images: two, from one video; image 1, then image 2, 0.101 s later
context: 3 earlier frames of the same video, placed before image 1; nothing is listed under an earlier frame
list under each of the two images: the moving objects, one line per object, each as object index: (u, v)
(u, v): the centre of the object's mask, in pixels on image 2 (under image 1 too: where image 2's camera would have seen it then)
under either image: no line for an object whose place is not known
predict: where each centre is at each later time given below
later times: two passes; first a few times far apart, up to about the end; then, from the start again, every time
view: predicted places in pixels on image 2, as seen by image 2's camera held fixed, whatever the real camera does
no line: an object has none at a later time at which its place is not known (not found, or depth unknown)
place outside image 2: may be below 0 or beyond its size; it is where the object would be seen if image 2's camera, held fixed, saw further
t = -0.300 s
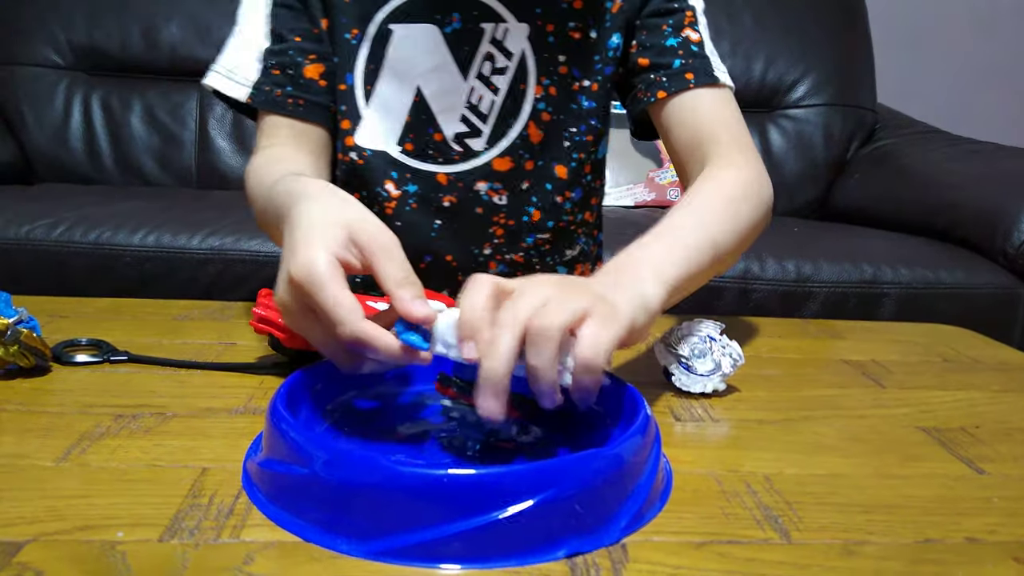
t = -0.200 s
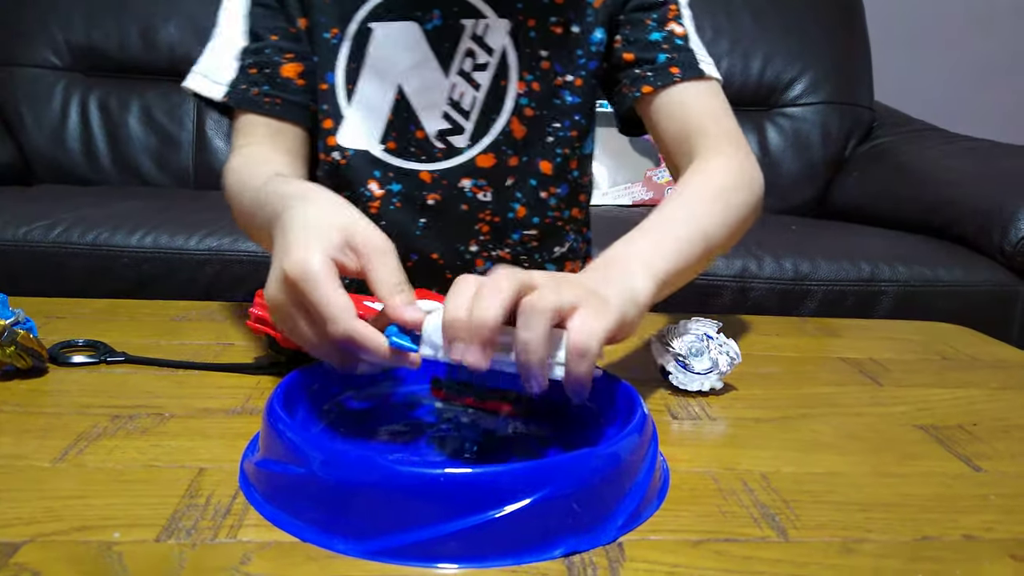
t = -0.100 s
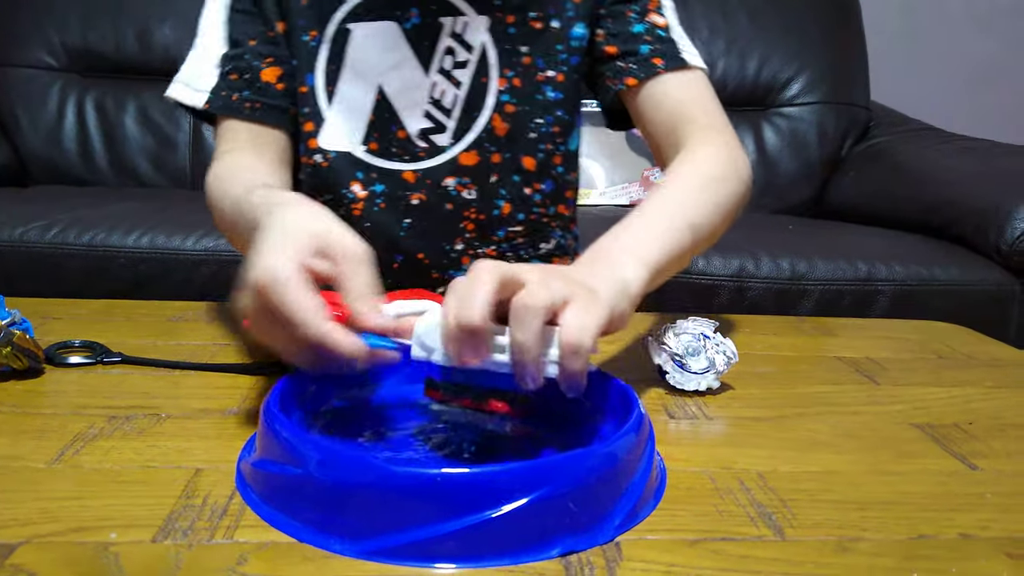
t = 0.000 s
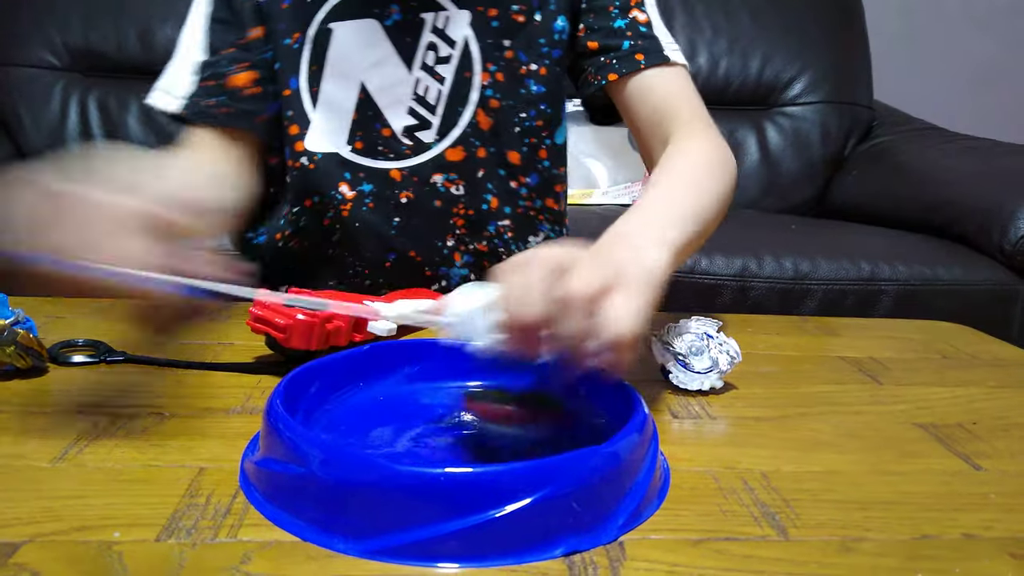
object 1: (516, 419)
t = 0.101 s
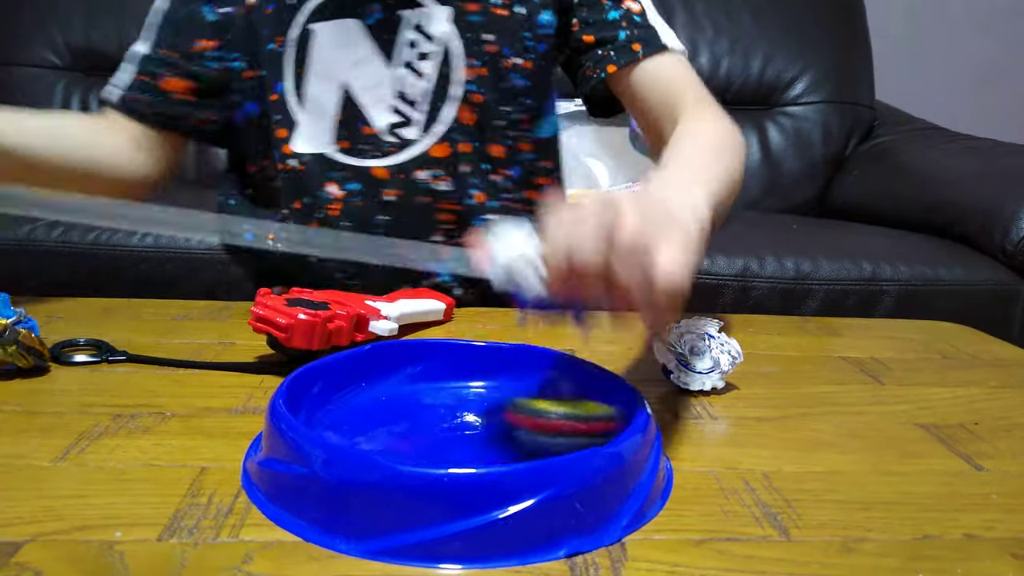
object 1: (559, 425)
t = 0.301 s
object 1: (581, 429)
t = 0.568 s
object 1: (557, 419)
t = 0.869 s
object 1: (490, 387)
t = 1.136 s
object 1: (451, 371)
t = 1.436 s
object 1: (432, 390)
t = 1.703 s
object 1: (457, 421)
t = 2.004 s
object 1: (505, 435)
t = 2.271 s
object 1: (532, 428)
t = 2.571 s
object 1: (511, 398)
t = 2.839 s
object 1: (488, 379)
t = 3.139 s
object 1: (463, 383)
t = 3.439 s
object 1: (447, 415)
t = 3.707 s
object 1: (455, 432)
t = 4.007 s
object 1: (494, 427)
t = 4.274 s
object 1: (528, 406)
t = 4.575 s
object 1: (523, 390)
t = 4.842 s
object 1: (483, 390)
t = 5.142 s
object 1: (436, 404)
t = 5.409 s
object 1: (432, 420)
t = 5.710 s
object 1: (474, 426)
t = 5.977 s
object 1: (522, 418)
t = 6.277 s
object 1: (531, 400)
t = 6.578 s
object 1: (499, 392)
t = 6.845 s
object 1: (458, 397)
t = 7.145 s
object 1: (434, 412)
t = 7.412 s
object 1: (453, 424)
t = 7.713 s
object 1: (504, 422)
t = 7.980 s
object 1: (528, 410)
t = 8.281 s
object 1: (515, 397)
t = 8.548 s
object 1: (486, 392)
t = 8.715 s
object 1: (465, 397)
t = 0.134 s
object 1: (568, 424)
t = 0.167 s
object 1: (570, 430)
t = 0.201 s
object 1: (572, 430)
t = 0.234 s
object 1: (575, 430)
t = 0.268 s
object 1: (579, 429)
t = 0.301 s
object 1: (581, 429)
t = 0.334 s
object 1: (584, 428)
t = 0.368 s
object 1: (585, 427)
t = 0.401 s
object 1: (583, 427)
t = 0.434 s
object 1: (580, 426)
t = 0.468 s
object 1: (575, 425)
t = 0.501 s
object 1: (570, 424)
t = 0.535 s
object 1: (564, 421)
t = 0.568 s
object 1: (557, 419)
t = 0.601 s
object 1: (548, 416)
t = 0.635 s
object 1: (539, 414)
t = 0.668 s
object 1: (529, 410)
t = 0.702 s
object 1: (520, 404)
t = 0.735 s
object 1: (514, 403)
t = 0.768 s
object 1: (507, 399)
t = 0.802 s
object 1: (501, 395)
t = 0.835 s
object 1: (496, 392)
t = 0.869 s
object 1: (490, 387)
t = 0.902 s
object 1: (486, 385)
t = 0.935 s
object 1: (479, 380)
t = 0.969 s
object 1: (474, 378)
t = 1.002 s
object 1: (468, 375)
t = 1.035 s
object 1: (464, 373)
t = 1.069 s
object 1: (460, 372)
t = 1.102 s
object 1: (455, 371)
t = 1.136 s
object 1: (451, 371)
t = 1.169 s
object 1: (446, 372)
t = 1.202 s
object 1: (443, 375)
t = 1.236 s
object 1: (438, 374)
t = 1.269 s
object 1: (435, 376)
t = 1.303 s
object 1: (433, 379)
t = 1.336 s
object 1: (431, 381)
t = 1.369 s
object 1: (430, 384)
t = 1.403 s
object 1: (430, 387)
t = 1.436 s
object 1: (432, 390)
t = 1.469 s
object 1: (433, 392)
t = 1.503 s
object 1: (435, 396)
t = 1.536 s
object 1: (438, 400)
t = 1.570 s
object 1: (440, 404)
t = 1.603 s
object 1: (443, 408)
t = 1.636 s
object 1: (447, 412)
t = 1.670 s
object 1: (452, 418)
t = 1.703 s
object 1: (457, 421)
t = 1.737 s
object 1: (463, 425)
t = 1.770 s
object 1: (466, 427)
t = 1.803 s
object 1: (471, 430)
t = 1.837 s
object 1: (476, 432)
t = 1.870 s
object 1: (481, 434)
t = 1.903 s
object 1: (487, 435)
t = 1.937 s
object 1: (493, 435)
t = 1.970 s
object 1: (500, 435)
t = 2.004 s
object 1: (505, 435)
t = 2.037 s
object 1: (511, 435)
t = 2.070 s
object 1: (516, 435)
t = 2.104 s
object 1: (520, 434)
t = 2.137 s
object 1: (523, 433)
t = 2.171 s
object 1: (527, 432)
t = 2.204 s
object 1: (529, 431)
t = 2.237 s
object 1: (531, 430)
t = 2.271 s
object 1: (532, 428)
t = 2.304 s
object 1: (531, 425)
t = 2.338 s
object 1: (529, 424)
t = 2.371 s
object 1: (527, 420)
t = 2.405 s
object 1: (524, 417)
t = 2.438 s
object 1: (521, 414)
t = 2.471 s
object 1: (518, 410)
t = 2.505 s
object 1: (516, 406)
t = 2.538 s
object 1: (513, 403)
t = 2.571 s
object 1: (511, 398)
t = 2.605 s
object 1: (509, 395)
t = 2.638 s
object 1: (506, 392)
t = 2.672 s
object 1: (504, 389)
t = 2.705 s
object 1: (502, 386)
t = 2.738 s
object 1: (499, 383)
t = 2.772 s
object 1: (495, 382)
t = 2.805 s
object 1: (491, 381)
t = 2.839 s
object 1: (488, 379)
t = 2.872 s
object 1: (483, 378)
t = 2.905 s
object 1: (480, 377)
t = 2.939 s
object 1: (477, 376)
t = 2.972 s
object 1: (473, 376)
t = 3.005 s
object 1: (471, 377)
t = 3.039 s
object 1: (469, 378)
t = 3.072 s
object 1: (467, 379)
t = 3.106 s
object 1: (465, 382)
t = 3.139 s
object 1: (463, 383)
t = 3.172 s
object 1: (461, 386)
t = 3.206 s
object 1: (459, 390)
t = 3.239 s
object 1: (456, 394)
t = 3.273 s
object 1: (453, 397)
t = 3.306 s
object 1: (451, 400)
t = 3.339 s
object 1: (449, 404)
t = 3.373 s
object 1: (448, 408)
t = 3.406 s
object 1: (446, 411)
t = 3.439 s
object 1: (447, 415)
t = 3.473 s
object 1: (447, 419)
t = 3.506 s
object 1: (448, 422)
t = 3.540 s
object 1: (448, 424)
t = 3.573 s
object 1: (449, 426)
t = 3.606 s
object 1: (450, 428)
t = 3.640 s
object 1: (451, 430)
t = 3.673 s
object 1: (453, 431)
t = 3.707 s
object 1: (455, 432)
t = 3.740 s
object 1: (458, 433)
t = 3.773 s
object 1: (462, 433)
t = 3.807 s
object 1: (465, 433)
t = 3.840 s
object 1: (470, 433)
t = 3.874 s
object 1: (475, 432)
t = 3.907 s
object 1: (480, 431)
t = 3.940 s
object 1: (485, 430)
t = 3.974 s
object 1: (488, 429)
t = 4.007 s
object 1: (494, 427)
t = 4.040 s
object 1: (499, 424)
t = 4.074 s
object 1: (505, 422)
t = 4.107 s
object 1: (511, 420)
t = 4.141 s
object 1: (515, 417)
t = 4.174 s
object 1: (519, 415)
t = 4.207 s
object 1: (523, 412)
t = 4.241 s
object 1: (526, 409)
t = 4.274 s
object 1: (528, 406)
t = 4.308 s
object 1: (530, 402)
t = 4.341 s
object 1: (531, 400)
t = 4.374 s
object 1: (531, 398)
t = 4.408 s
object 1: (532, 396)
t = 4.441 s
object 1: (532, 395)
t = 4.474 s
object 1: (531, 394)
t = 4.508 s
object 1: (529, 392)
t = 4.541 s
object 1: (527, 392)
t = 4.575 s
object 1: (523, 390)
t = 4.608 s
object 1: (520, 389)
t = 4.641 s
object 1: (516, 389)
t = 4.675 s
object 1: (511, 388)
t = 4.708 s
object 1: (506, 388)
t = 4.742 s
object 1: (499, 389)
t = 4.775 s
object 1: (495, 389)
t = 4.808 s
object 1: (489, 389)
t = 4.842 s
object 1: (483, 390)
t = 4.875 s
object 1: (477, 390)
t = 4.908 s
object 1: (471, 392)
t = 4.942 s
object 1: (465, 393)
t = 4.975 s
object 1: (460, 395)
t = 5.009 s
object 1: (454, 396)
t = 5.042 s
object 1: (448, 398)
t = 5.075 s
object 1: (443, 400)
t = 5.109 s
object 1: (439, 402)
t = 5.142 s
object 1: (436, 404)
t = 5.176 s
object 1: (433, 405)
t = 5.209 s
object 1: (431, 408)
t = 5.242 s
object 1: (429, 409)
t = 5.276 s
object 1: (429, 411)
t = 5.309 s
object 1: (428, 413)
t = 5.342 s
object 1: (429, 416)
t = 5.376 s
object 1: (430, 417)
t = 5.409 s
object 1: (432, 420)
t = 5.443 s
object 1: (435, 421)
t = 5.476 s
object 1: (438, 423)
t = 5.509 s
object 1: (442, 424)
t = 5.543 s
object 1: (446, 425)
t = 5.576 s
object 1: (451, 426)
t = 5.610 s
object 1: (456, 426)
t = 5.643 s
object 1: (462, 427)
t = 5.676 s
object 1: (467, 427)
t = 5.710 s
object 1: (474, 426)
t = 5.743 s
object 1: (481, 426)
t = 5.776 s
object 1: (487, 425)
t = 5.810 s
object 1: (494, 425)
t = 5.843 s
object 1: (501, 424)
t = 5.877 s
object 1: (507, 422)
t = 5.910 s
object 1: (512, 421)
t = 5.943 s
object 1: (518, 419)
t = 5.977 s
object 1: (522, 418)
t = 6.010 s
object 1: (526, 416)
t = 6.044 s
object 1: (528, 414)
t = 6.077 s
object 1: (531, 412)
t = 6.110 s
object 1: (532, 410)
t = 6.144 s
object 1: (533, 408)
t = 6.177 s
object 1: (533, 405)
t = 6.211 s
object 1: (533, 403)
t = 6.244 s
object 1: (532, 402)
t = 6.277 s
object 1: (531, 400)
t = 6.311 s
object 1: (528, 399)
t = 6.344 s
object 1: (526, 397)
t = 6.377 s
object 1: (523, 396)
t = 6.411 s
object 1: (520, 395)
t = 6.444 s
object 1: (516, 394)
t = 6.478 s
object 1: (512, 393)
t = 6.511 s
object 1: (508, 393)
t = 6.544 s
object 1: (502, 393)
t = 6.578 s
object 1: (499, 392)
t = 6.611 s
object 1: (494, 392)
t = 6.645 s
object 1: (490, 392)
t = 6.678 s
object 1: (484, 392)
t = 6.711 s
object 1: (480, 393)
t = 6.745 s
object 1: (474, 393)
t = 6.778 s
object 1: (469, 394)
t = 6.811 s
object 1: (464, 396)
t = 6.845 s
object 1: (458, 397)
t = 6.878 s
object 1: (454, 398)
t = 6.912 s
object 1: (450, 400)
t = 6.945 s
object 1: (447, 402)
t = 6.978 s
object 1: (443, 403)
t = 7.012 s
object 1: (439, 405)
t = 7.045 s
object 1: (437, 407)
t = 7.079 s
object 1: (435, 409)
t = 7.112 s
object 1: (435, 411)
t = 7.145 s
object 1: (434, 412)
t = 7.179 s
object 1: (435, 414)
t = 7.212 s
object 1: (435, 416)
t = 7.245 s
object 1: (437, 418)
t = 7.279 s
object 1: (439, 420)
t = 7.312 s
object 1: (442, 421)
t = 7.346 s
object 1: (445, 422)
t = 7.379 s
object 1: (448, 423)
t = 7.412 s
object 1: (453, 424)
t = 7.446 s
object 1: (457, 424)
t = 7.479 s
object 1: (462, 425)
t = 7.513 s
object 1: (468, 425)
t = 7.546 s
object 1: (473, 425)
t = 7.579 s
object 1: (480, 425)
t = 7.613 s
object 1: (486, 424)
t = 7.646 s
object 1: (492, 424)
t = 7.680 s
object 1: (498, 423)
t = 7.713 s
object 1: (504, 422)
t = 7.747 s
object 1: (510, 421)
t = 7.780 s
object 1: (514, 420)
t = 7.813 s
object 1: (518, 418)
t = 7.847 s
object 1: (521, 417)
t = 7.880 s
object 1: (524, 415)
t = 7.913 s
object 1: (526, 414)
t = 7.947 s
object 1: (527, 412)
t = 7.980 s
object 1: (528, 410)
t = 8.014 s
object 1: (530, 408)
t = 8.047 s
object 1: (529, 406)
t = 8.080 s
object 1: (529, 405)
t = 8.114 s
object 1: (528, 403)
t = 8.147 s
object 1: (526, 401)
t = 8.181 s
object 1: (524, 400)
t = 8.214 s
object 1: (520, 399)
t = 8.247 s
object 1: (518, 398)
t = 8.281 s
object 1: (515, 397)
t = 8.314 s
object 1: (511, 395)
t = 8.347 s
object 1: (508, 395)
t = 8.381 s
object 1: (505, 394)
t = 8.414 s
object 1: (501, 393)
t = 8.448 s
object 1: (497, 392)
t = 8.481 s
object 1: (494, 392)
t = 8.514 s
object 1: (489, 392)
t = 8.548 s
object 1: (486, 392)
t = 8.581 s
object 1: (481, 393)
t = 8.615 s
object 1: (477, 394)
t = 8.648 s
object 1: (473, 395)
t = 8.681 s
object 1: (469, 395)
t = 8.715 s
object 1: (465, 397)
